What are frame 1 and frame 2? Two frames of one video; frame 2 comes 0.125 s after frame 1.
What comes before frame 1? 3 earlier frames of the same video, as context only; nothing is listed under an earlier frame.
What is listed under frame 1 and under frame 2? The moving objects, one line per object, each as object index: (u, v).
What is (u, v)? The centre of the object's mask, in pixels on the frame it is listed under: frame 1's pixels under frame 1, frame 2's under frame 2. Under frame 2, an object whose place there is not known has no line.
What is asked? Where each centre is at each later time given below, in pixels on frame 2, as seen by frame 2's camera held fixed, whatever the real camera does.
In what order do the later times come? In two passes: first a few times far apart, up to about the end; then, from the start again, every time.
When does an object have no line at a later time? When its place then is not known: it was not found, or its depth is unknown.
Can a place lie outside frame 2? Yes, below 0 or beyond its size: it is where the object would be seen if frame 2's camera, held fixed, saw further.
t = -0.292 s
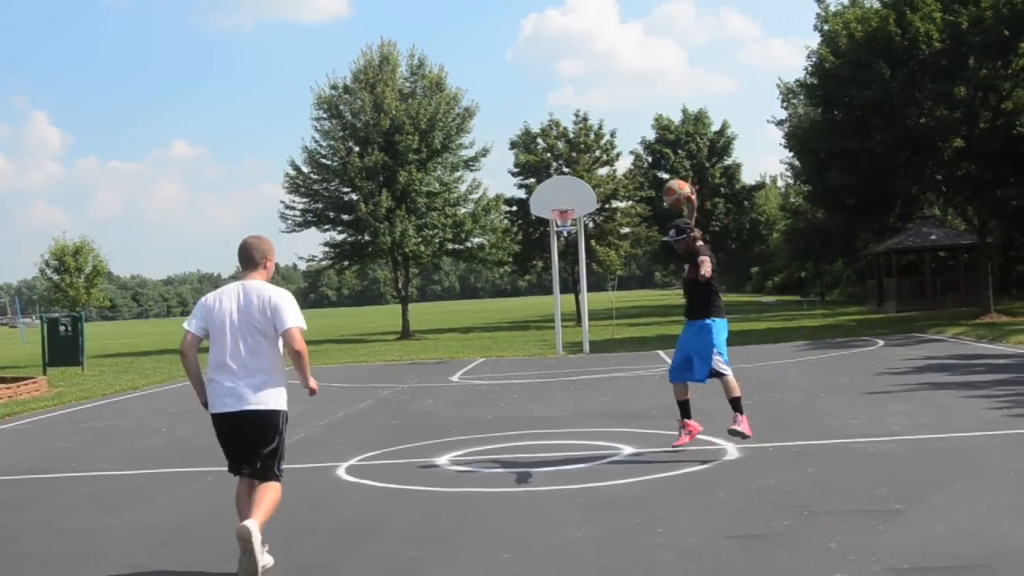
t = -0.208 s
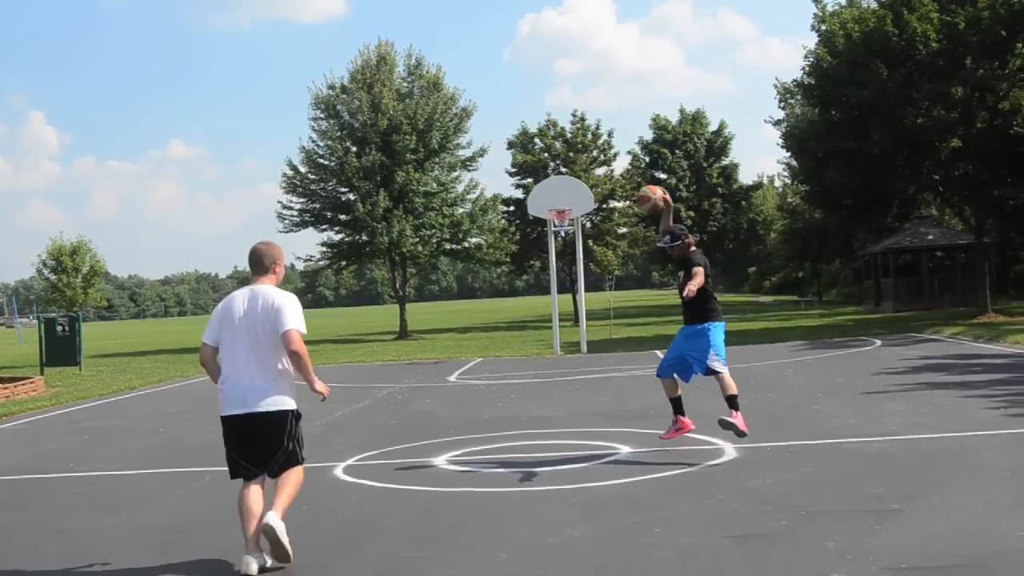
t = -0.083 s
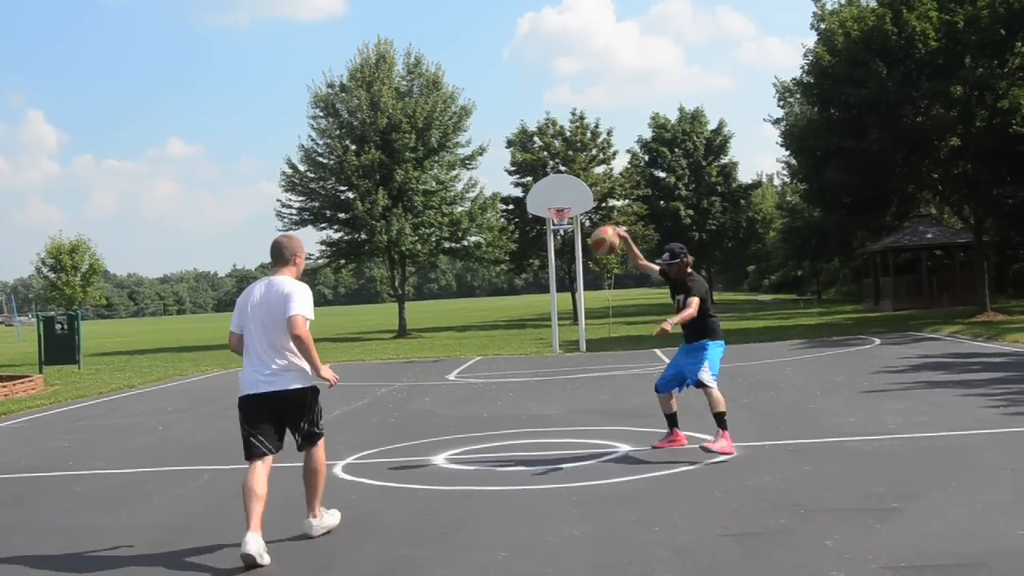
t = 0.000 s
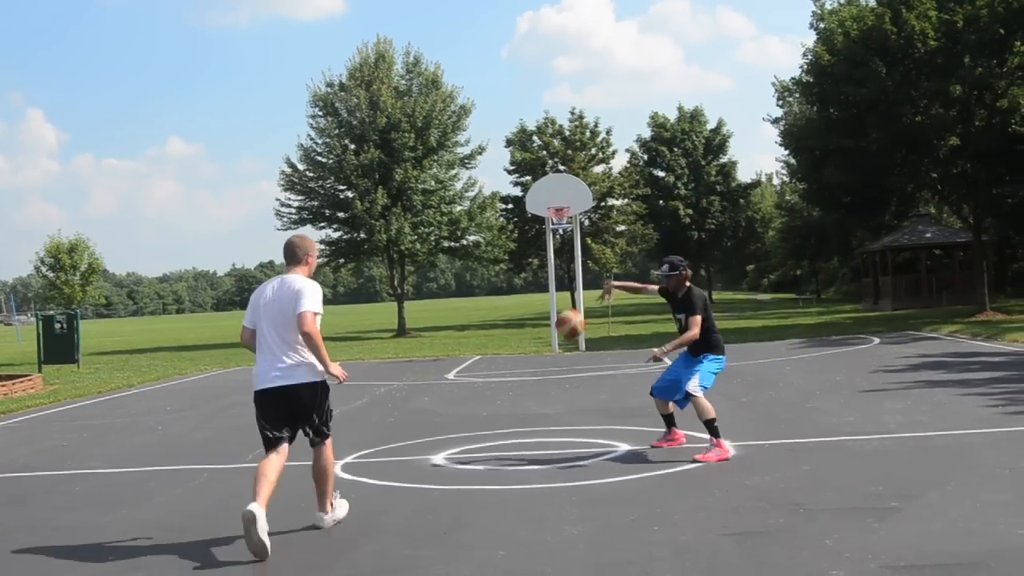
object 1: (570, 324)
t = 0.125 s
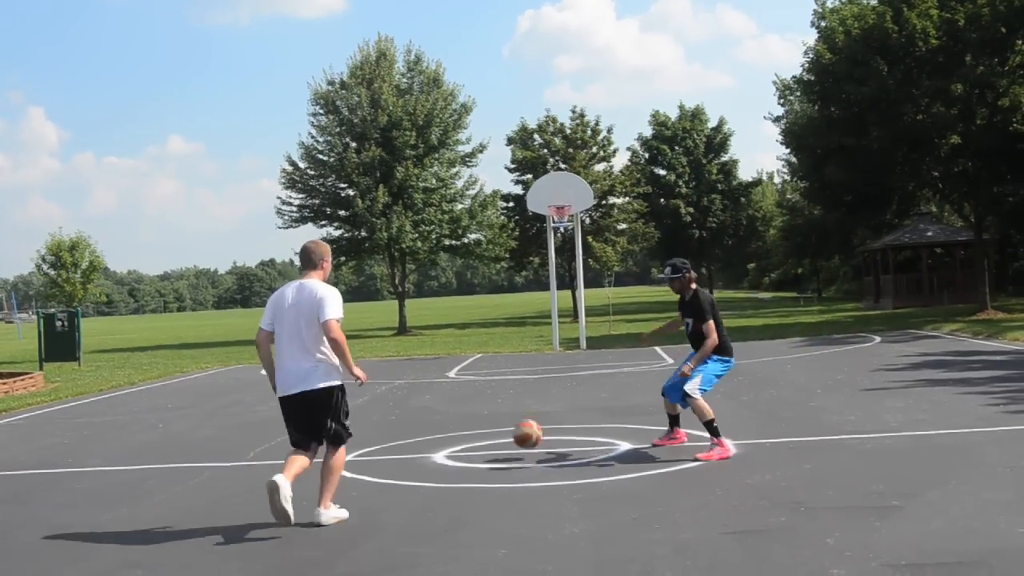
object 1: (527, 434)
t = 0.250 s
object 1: (507, 349)
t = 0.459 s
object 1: (475, 247)
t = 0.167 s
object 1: (520, 403)
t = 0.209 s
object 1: (513, 375)
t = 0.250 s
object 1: (507, 349)
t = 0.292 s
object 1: (501, 324)
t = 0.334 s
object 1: (494, 302)
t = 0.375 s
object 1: (487, 281)
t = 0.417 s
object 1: (481, 264)
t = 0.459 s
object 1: (475, 247)
